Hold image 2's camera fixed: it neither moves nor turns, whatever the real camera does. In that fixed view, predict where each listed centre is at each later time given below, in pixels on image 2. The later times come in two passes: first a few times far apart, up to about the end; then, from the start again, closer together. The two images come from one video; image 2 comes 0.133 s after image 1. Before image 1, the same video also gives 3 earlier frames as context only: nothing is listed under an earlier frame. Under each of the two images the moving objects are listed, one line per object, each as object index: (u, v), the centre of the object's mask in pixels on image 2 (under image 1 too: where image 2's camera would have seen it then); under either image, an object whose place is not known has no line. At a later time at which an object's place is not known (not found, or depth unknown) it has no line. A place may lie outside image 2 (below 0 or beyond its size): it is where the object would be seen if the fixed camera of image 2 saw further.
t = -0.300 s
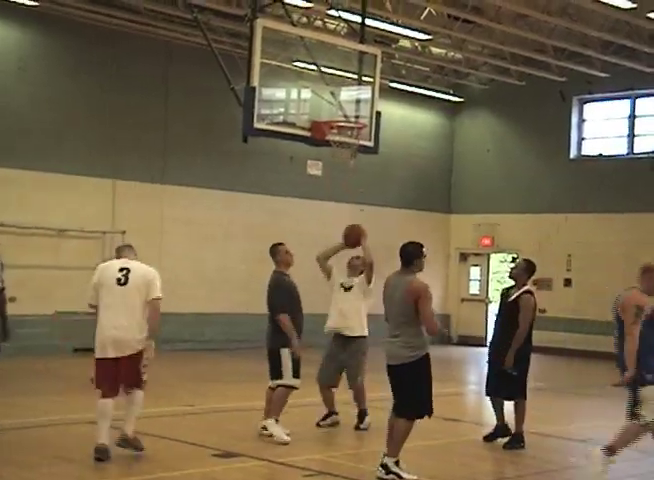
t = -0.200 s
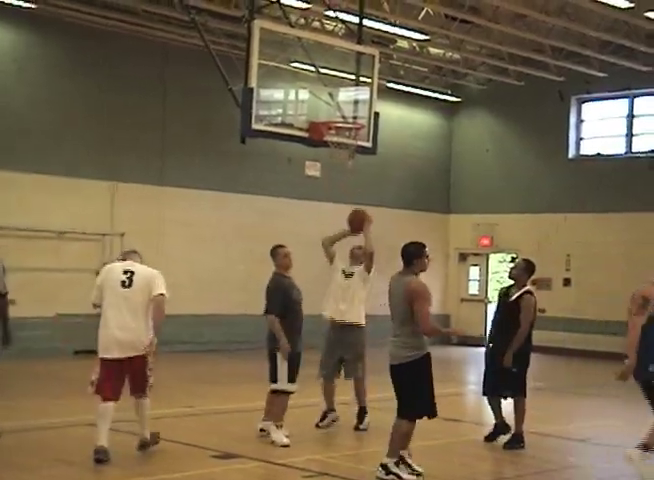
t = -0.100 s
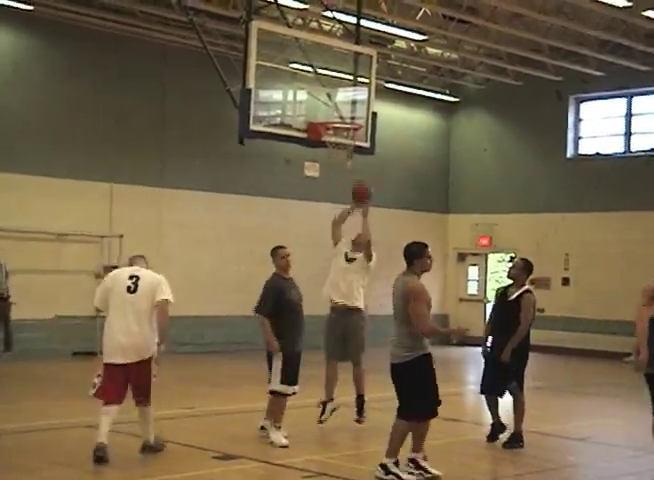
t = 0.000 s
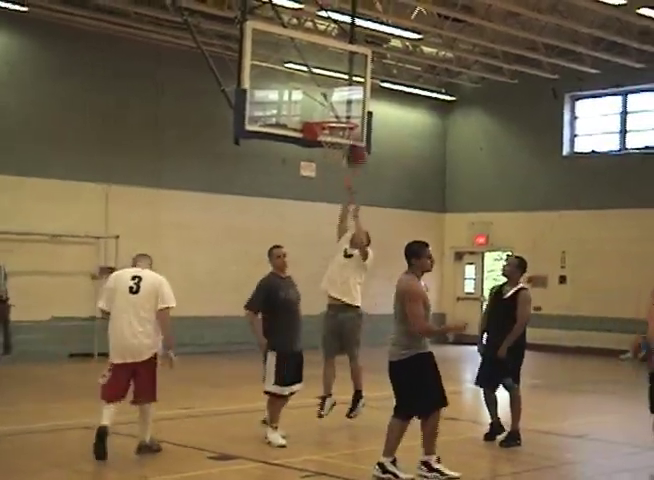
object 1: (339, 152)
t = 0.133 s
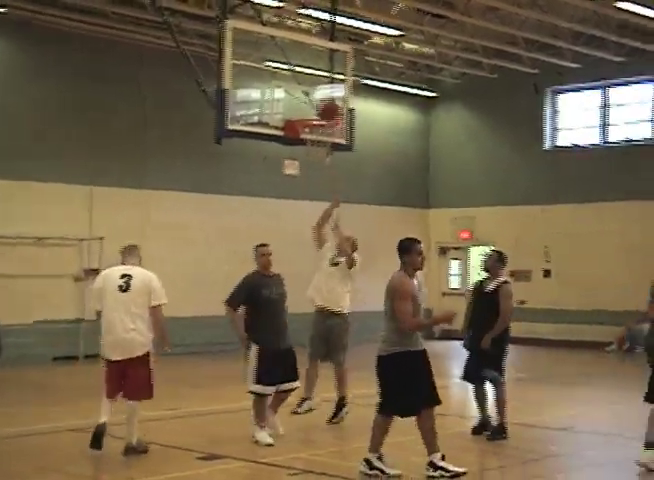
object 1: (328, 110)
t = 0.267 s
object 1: (317, 87)
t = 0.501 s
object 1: (303, 84)
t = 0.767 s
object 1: (303, 95)
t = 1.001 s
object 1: (329, 99)
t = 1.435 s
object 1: (387, 172)
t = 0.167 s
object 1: (327, 103)
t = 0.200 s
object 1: (325, 97)
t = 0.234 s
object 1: (318, 91)
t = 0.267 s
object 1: (317, 87)
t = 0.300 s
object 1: (317, 83)
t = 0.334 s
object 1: (316, 80)
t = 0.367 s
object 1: (314, 79)
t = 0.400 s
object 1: (311, 79)
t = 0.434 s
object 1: (309, 80)
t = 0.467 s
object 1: (305, 82)
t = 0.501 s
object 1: (303, 84)
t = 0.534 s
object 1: (300, 87)
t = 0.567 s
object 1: (299, 90)
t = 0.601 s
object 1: (297, 96)
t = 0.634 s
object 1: (295, 103)
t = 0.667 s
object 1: (293, 107)
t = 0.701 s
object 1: (296, 103)
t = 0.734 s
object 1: (300, 99)
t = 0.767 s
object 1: (303, 95)
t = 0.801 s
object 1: (307, 93)
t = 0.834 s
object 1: (311, 91)
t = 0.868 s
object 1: (315, 91)
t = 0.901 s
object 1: (318, 91)
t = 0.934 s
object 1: (322, 93)
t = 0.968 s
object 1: (326, 95)
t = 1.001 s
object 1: (329, 99)
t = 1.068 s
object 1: (336, 109)
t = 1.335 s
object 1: (373, 141)
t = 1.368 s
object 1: (377, 149)
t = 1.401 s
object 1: (382, 159)
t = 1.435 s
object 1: (387, 172)
